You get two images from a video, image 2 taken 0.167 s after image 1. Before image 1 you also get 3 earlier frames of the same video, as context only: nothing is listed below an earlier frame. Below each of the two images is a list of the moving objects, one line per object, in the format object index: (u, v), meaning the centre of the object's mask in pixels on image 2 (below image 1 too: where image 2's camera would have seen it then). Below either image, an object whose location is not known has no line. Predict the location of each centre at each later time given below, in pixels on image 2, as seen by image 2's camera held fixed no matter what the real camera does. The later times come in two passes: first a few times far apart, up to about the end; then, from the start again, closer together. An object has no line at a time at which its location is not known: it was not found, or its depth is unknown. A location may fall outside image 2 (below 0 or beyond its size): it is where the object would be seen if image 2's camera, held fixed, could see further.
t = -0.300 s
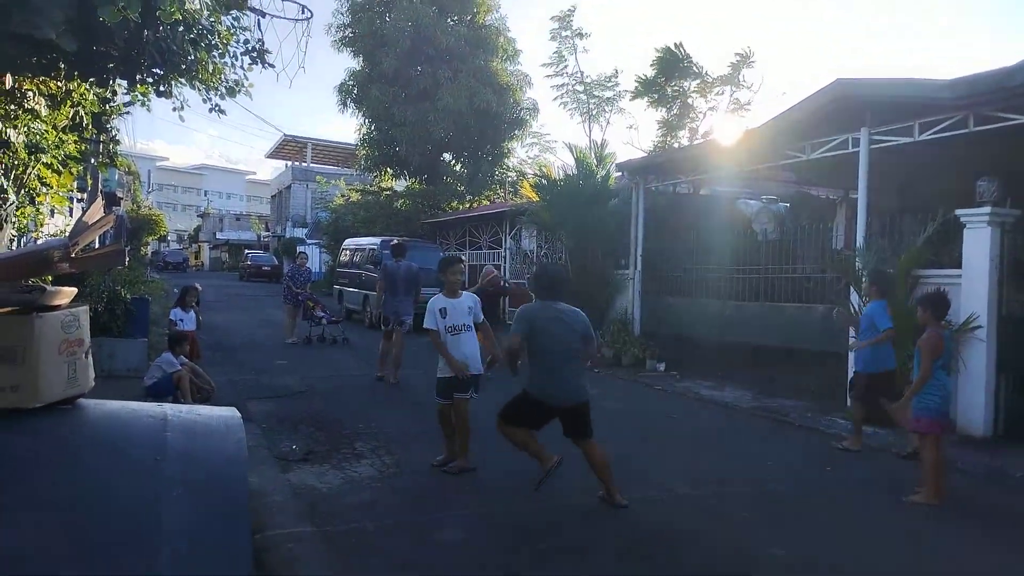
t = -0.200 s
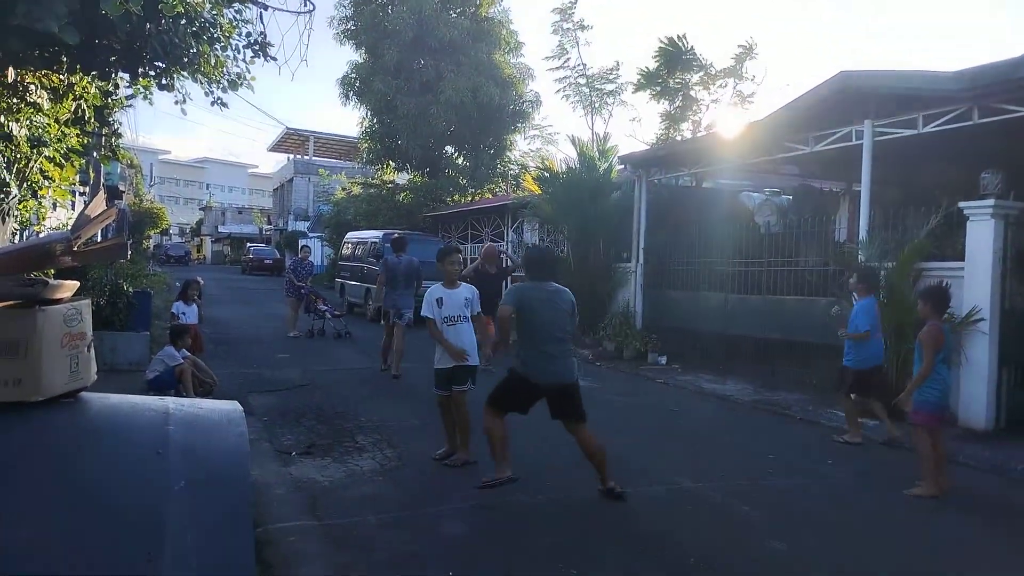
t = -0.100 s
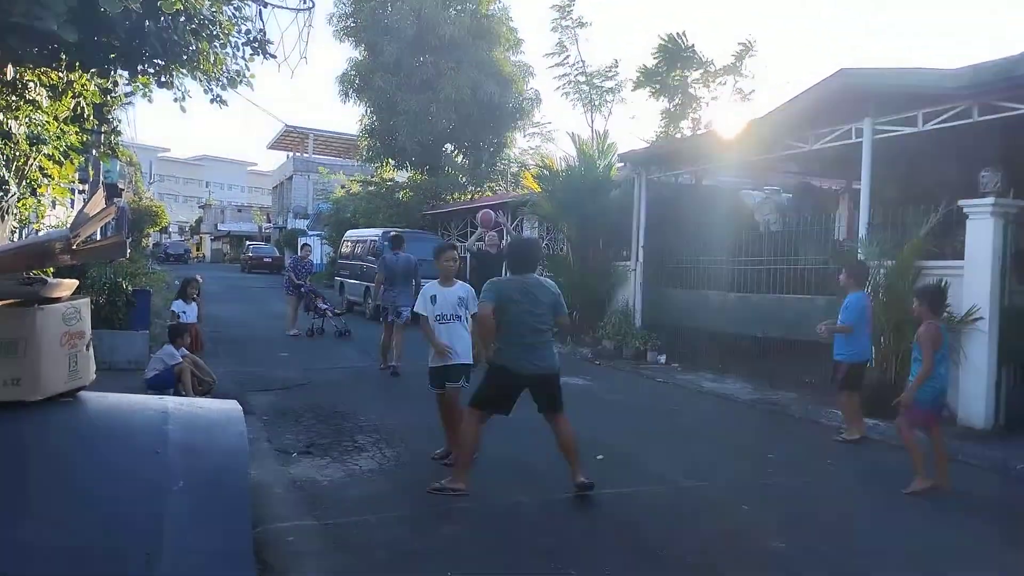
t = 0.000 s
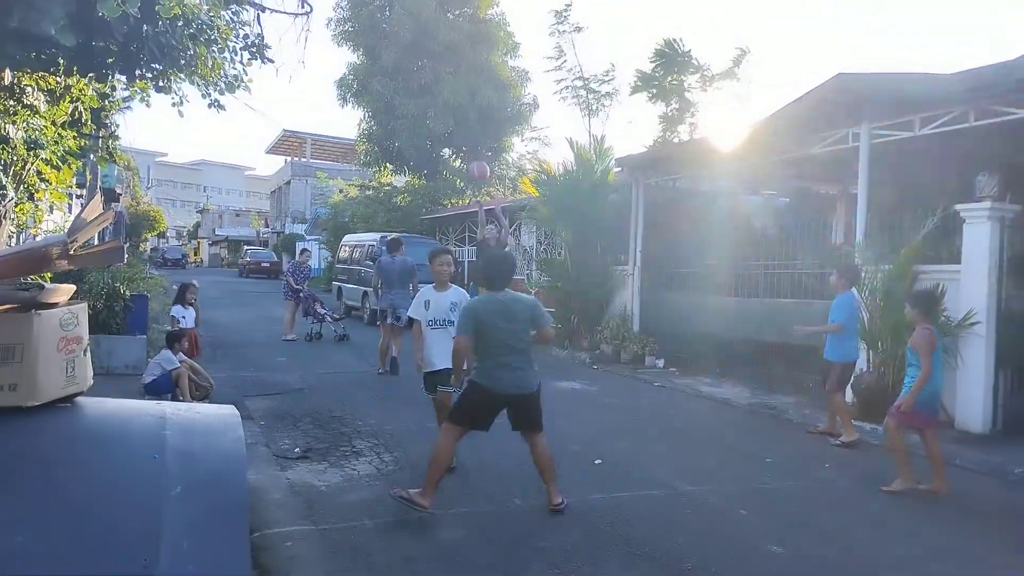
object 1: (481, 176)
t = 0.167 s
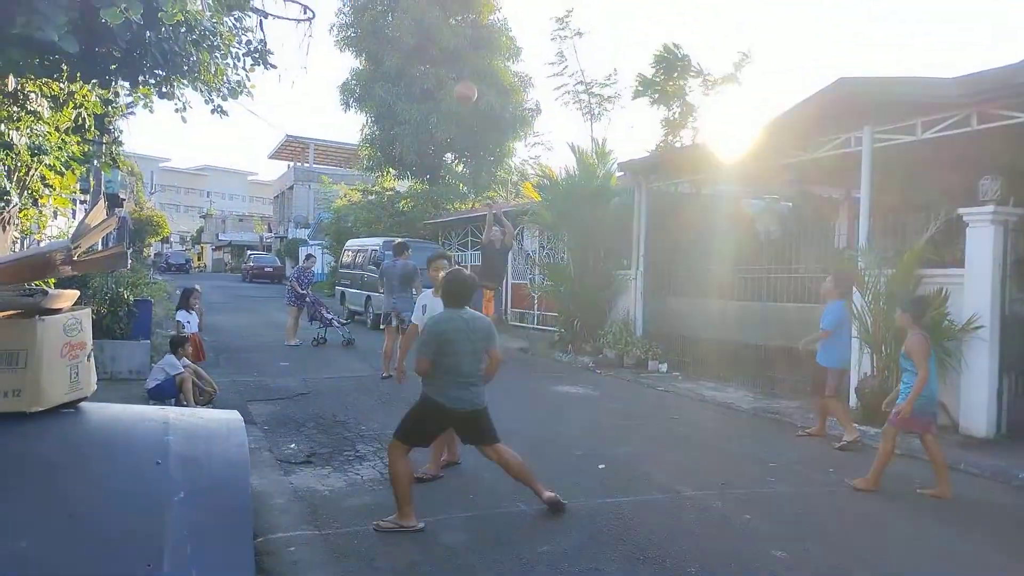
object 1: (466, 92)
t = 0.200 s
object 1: (462, 77)
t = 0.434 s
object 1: (432, -15)
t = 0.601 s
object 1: (405, -52)
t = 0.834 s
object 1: (355, -65)
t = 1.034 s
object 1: (298, -19)
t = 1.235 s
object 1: (280, -26)
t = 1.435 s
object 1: (257, 33)
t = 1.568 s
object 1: (222, 110)
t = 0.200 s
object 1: (462, 77)
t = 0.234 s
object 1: (458, 63)
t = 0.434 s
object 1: (432, -15)
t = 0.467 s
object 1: (428, -24)
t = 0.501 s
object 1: (423, -32)
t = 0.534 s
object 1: (418, -40)
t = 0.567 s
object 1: (411, -47)
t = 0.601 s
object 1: (405, -52)
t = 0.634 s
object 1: (398, -56)
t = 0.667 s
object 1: (392, -60)
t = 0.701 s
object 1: (385, -64)
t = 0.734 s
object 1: (378, -65)
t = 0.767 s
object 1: (370, -65)
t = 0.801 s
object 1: (363, -65)
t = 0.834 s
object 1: (355, -65)
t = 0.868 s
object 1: (347, -63)
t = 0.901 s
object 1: (338, -59)
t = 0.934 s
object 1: (329, -54)
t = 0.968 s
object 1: (319, -44)
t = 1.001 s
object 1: (308, -33)
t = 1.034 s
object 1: (298, -19)
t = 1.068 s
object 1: (293, -18)
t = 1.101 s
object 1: (289, -23)
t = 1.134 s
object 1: (286, -27)
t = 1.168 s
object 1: (284, -28)
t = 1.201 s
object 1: (282, -28)
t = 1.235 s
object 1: (280, -26)
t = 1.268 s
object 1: (278, -22)
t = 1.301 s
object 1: (274, -14)
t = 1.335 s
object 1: (268, -5)
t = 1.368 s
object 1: (265, 4)
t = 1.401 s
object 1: (262, 14)
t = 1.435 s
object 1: (257, 33)
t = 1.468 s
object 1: (254, 50)
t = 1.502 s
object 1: (251, 61)
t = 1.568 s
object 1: (222, 110)
